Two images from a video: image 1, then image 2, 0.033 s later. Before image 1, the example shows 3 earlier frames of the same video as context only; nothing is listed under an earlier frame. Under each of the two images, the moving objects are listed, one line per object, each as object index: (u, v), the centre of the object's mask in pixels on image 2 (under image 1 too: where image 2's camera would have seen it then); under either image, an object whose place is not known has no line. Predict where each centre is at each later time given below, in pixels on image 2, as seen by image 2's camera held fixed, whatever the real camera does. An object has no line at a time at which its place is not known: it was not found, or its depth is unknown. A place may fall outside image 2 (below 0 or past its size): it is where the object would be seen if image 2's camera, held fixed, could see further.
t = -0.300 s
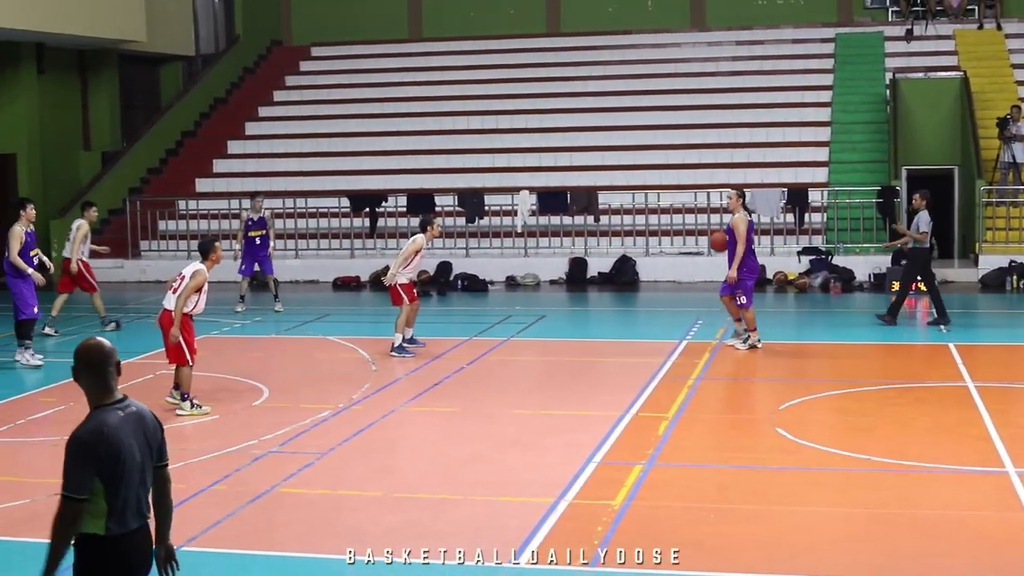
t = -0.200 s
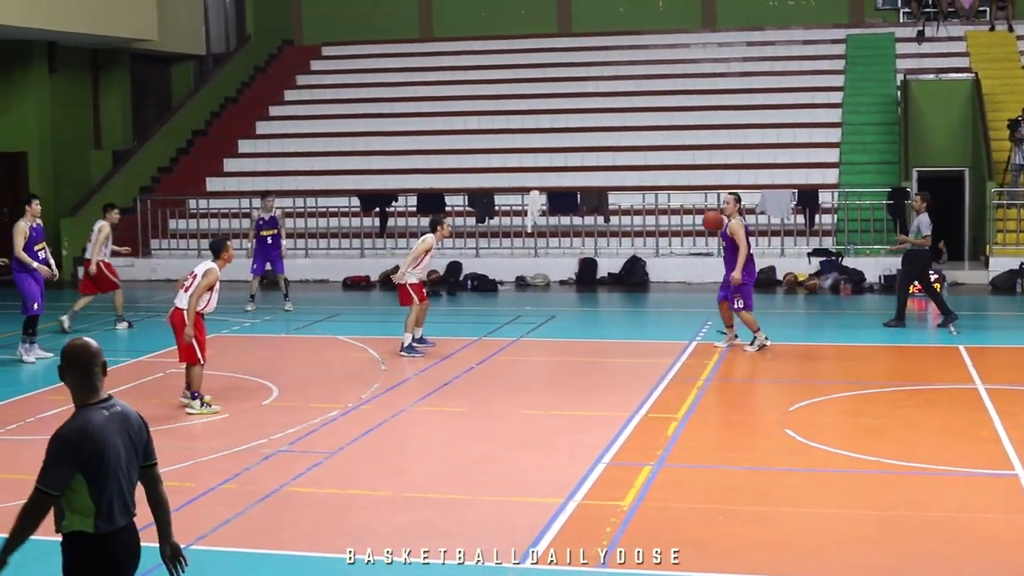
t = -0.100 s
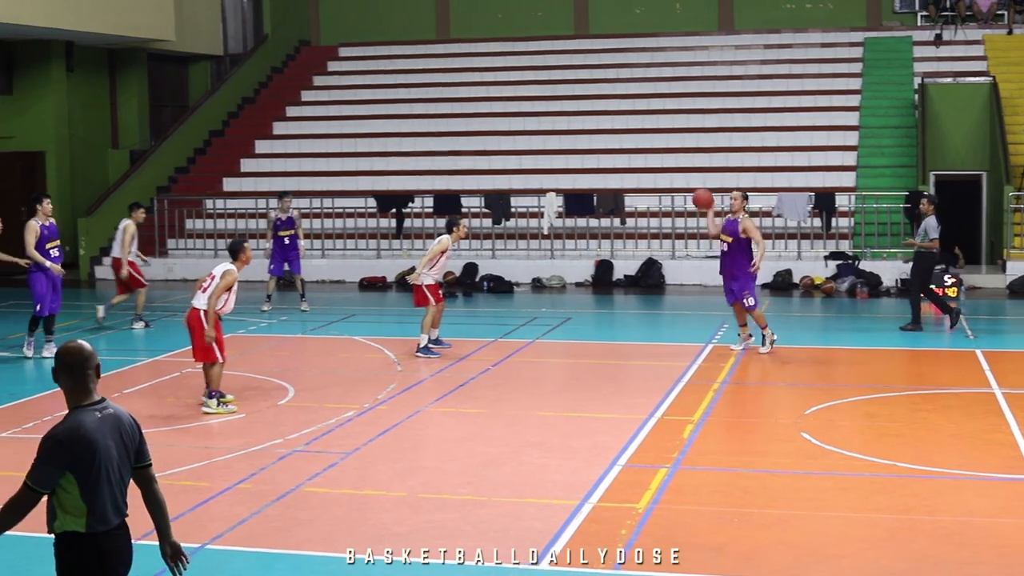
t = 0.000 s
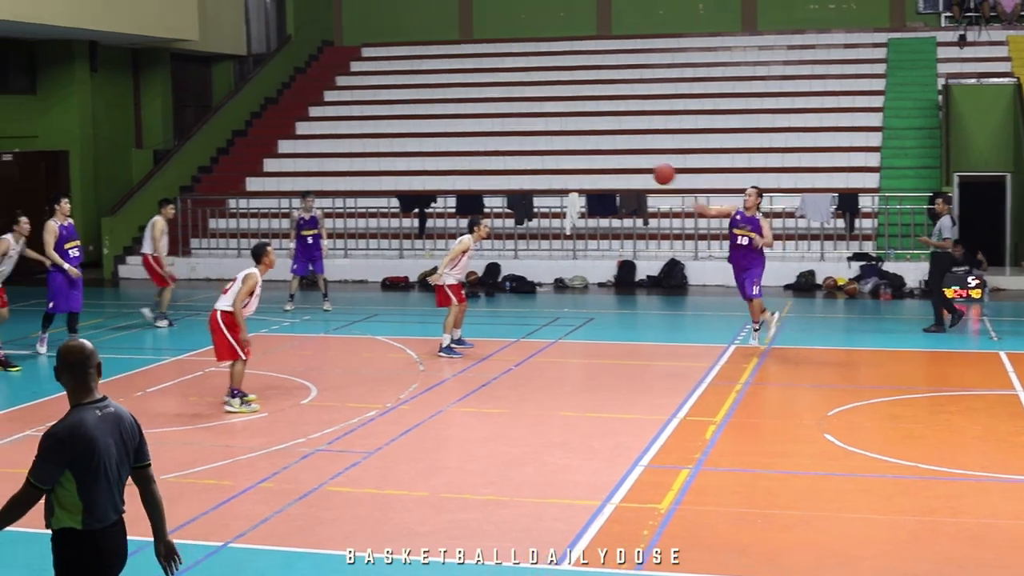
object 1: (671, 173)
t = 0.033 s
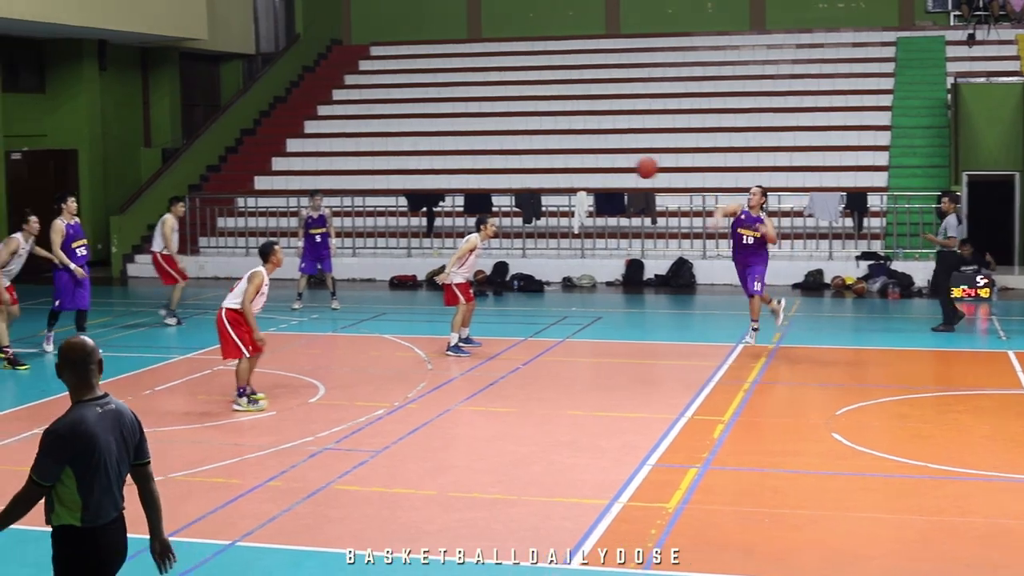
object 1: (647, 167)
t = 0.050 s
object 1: (634, 165)
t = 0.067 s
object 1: (622, 163)
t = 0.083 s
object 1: (608, 161)
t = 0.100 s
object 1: (595, 159)
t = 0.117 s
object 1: (582, 158)
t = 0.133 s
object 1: (567, 155)
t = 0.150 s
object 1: (552, 154)
